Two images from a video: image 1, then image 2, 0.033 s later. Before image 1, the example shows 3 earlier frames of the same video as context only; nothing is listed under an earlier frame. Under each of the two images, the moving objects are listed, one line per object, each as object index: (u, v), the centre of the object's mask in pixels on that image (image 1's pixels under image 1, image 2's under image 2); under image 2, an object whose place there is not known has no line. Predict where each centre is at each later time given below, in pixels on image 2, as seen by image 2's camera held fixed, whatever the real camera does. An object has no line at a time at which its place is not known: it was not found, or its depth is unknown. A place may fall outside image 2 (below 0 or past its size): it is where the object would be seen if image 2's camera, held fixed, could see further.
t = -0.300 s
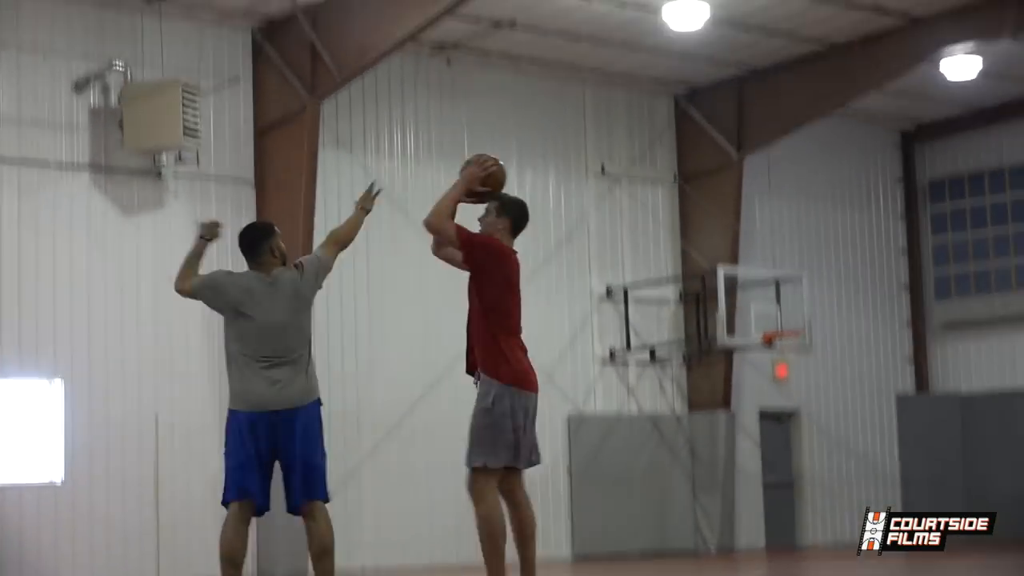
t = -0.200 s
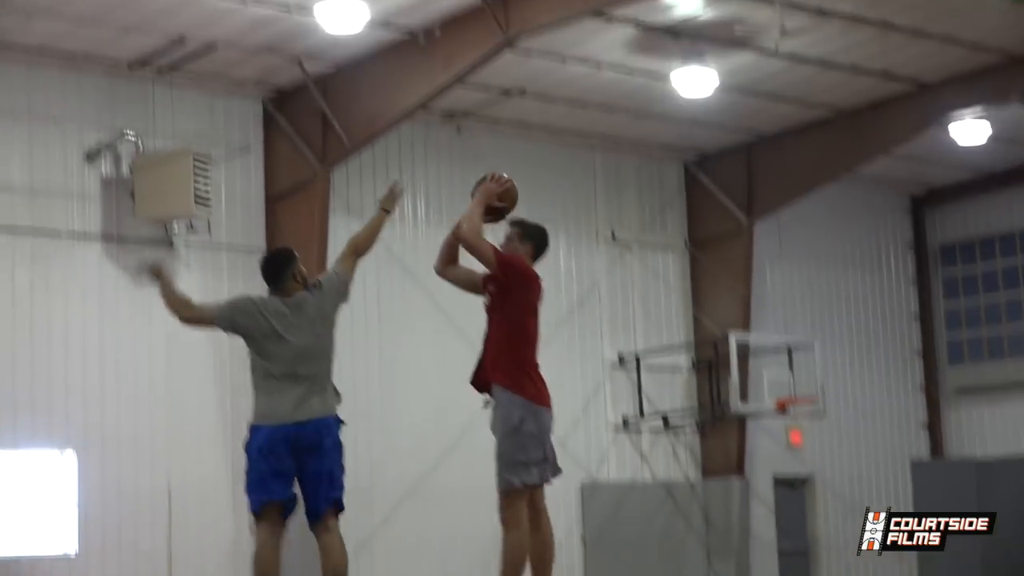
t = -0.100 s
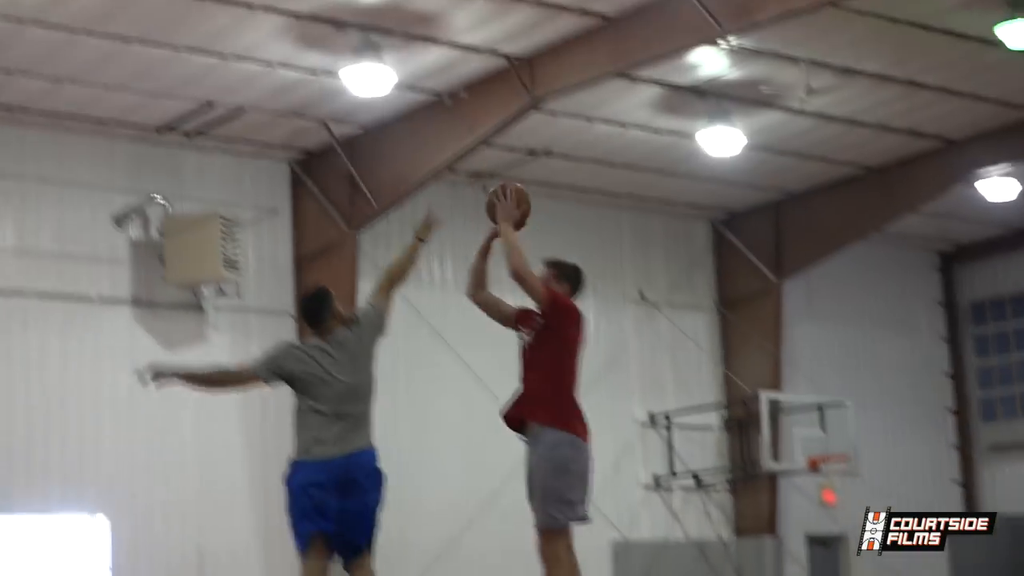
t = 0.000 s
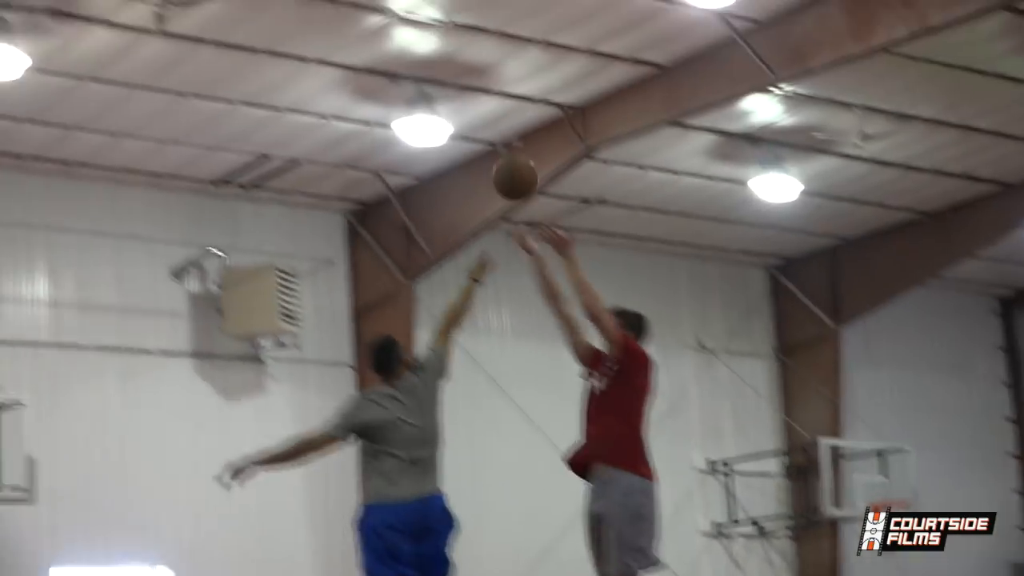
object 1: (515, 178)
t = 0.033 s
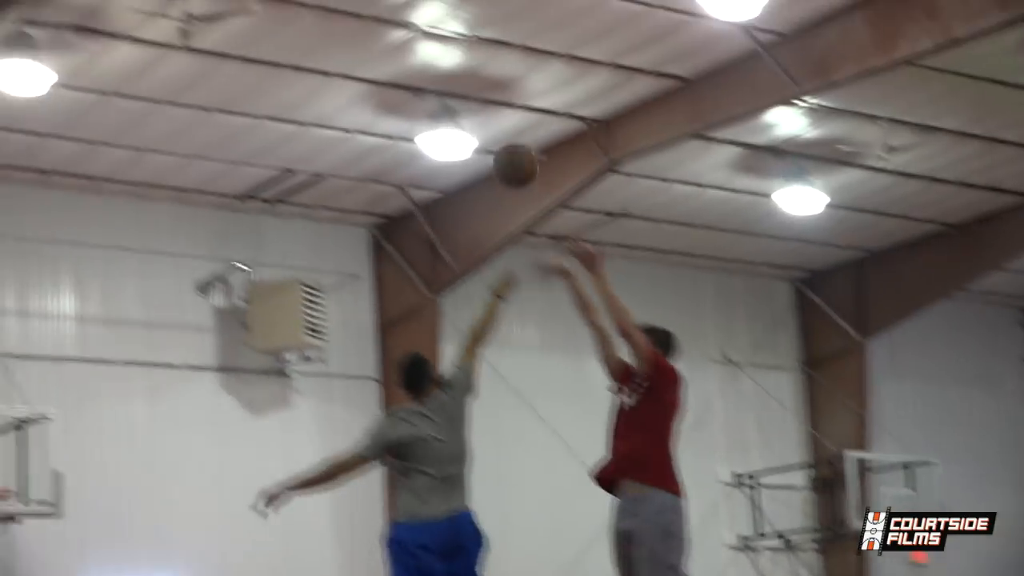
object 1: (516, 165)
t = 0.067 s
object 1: (491, 140)
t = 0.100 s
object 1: (466, 117)
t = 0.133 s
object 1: (442, 98)
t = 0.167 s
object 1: (417, 79)
